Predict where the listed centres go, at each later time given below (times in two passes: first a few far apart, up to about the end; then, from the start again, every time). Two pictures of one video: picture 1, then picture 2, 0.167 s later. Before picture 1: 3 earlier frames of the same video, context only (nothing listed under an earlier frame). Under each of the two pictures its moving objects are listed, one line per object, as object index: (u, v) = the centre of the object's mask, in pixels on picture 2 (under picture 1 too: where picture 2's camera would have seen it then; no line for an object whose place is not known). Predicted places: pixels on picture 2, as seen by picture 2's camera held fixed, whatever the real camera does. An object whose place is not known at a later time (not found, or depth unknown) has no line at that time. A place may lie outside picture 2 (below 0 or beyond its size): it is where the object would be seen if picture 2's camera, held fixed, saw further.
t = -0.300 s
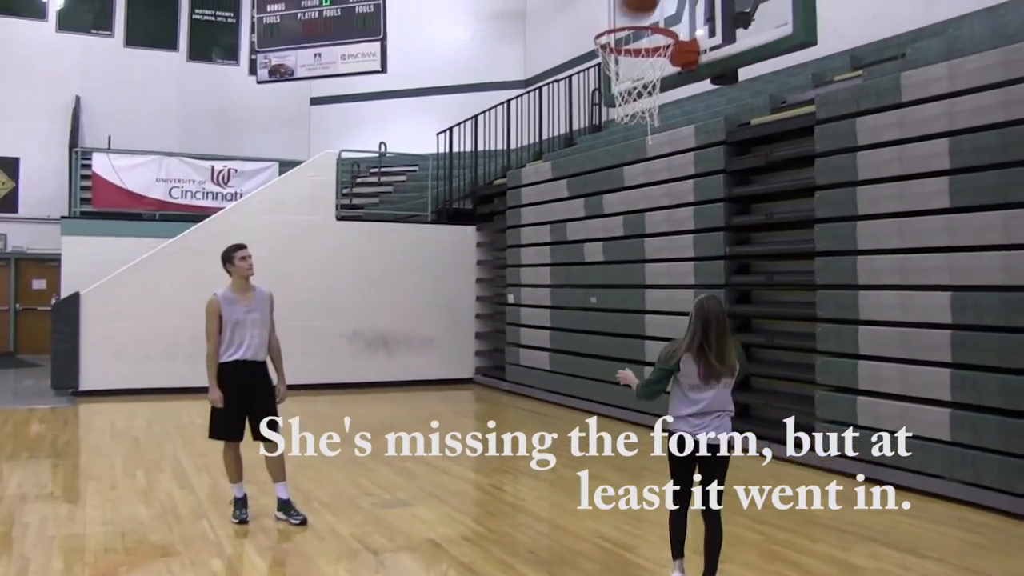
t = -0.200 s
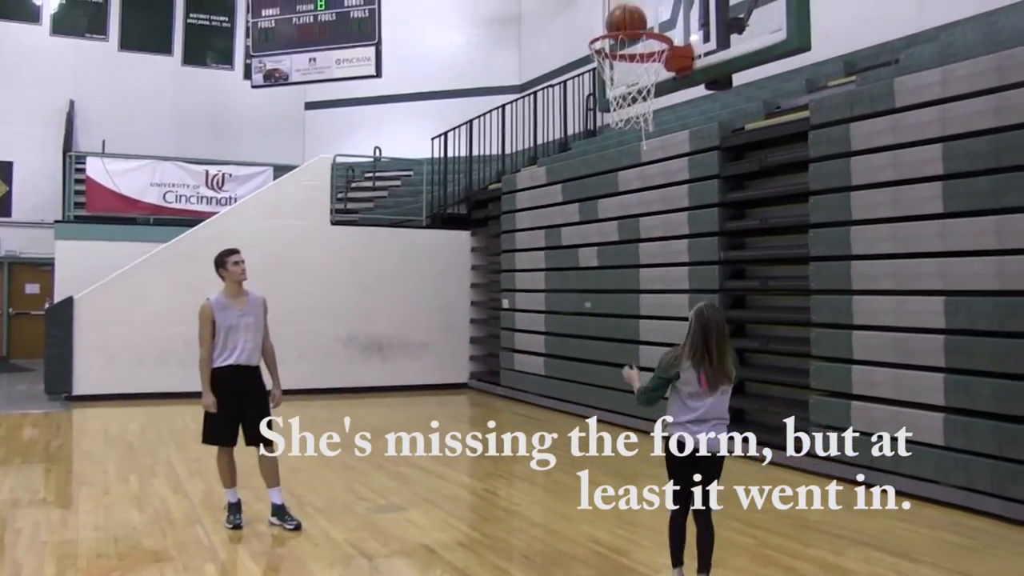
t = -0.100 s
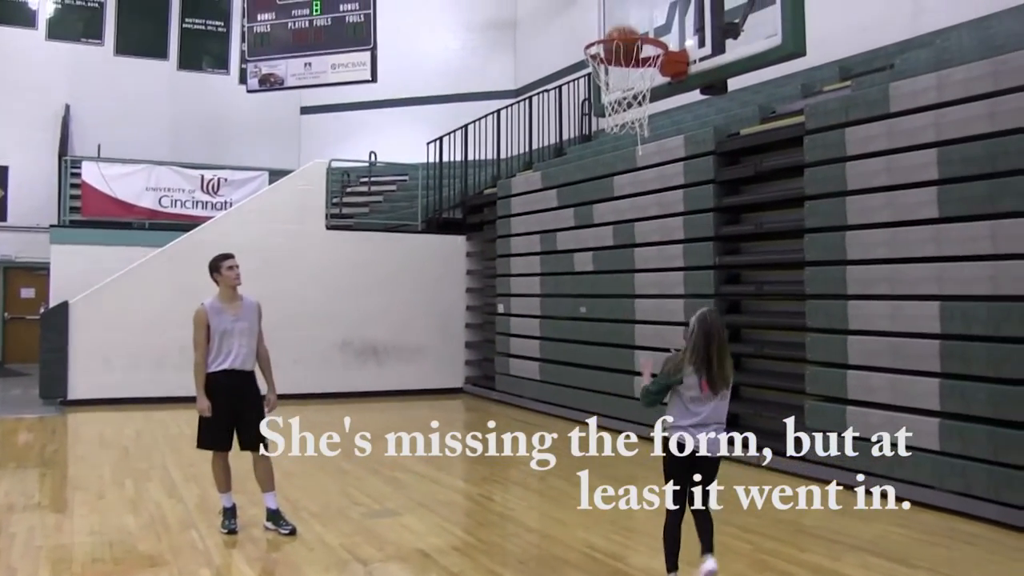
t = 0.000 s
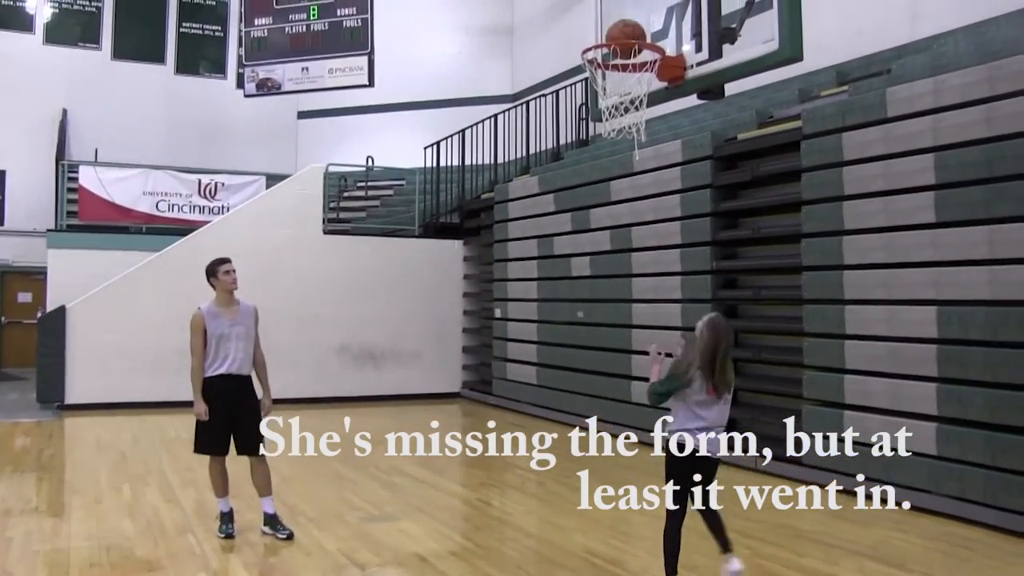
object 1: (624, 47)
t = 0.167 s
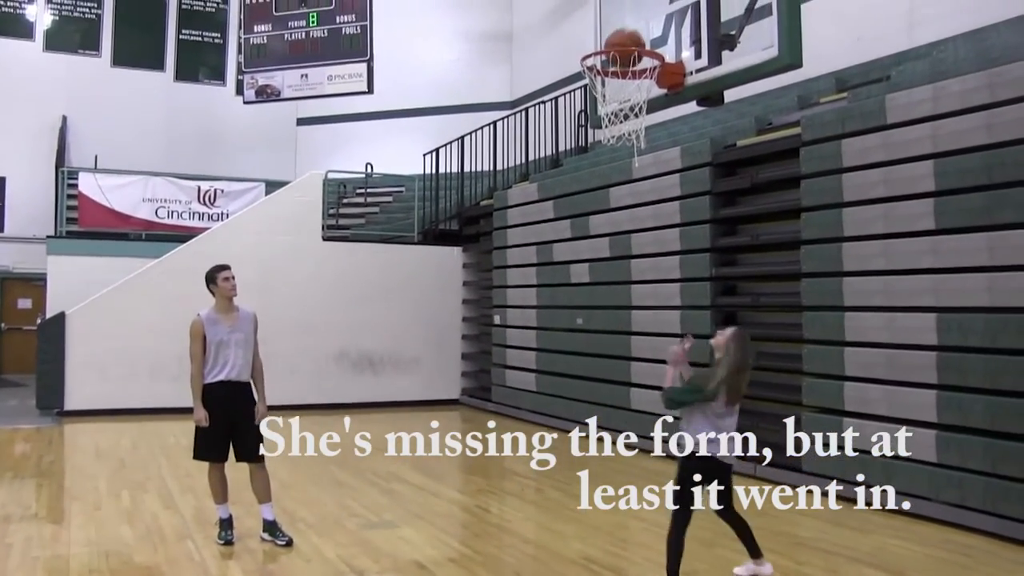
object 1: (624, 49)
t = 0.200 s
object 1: (619, 55)
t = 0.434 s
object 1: (604, 107)
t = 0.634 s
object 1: (614, 164)
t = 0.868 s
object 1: (626, 317)
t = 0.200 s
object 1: (619, 55)
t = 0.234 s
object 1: (616, 59)
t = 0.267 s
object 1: (613, 67)
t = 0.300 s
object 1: (610, 72)
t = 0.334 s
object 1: (606, 83)
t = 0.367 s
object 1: (603, 93)
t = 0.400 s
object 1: (604, 104)
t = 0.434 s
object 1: (604, 107)
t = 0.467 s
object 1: (603, 111)
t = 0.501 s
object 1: (606, 119)
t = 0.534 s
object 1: (609, 127)
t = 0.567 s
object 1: (610, 136)
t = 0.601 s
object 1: (612, 152)
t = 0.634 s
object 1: (614, 164)
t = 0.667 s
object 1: (615, 181)
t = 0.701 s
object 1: (617, 199)
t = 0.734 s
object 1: (619, 219)
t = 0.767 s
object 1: (621, 242)
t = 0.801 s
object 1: (623, 267)
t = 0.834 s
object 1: (624, 291)
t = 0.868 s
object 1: (626, 317)
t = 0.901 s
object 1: (626, 347)
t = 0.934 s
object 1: (628, 378)
